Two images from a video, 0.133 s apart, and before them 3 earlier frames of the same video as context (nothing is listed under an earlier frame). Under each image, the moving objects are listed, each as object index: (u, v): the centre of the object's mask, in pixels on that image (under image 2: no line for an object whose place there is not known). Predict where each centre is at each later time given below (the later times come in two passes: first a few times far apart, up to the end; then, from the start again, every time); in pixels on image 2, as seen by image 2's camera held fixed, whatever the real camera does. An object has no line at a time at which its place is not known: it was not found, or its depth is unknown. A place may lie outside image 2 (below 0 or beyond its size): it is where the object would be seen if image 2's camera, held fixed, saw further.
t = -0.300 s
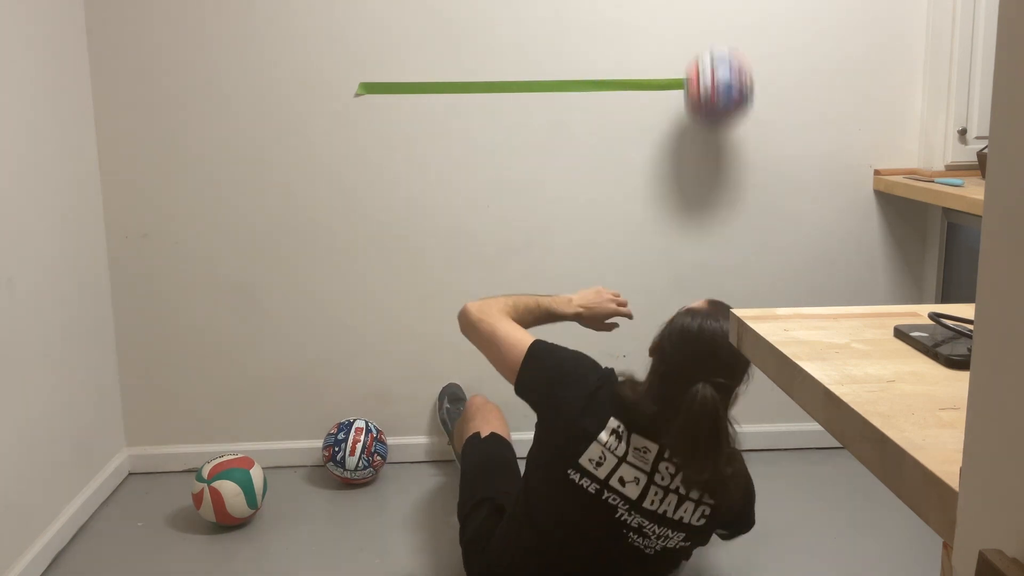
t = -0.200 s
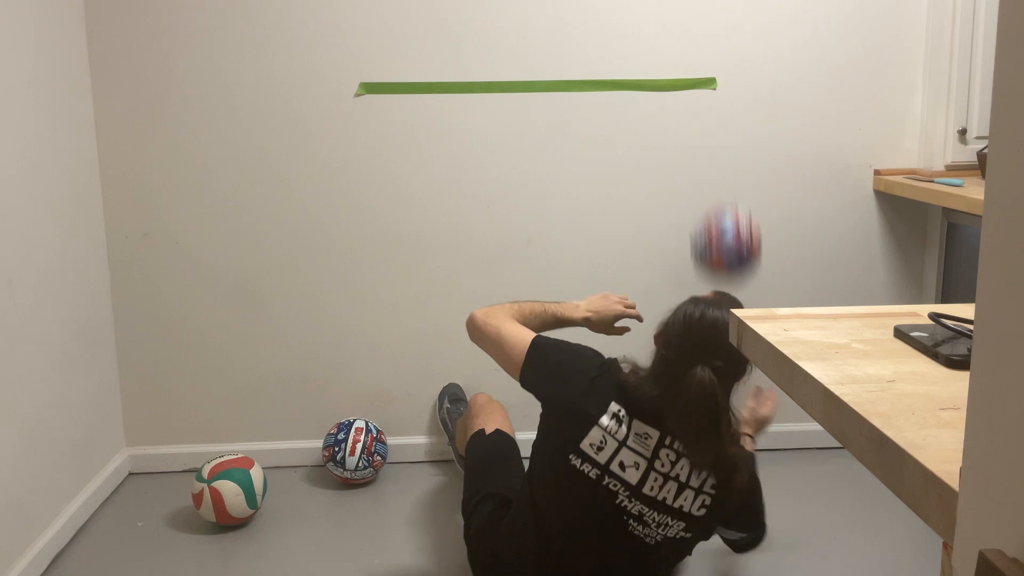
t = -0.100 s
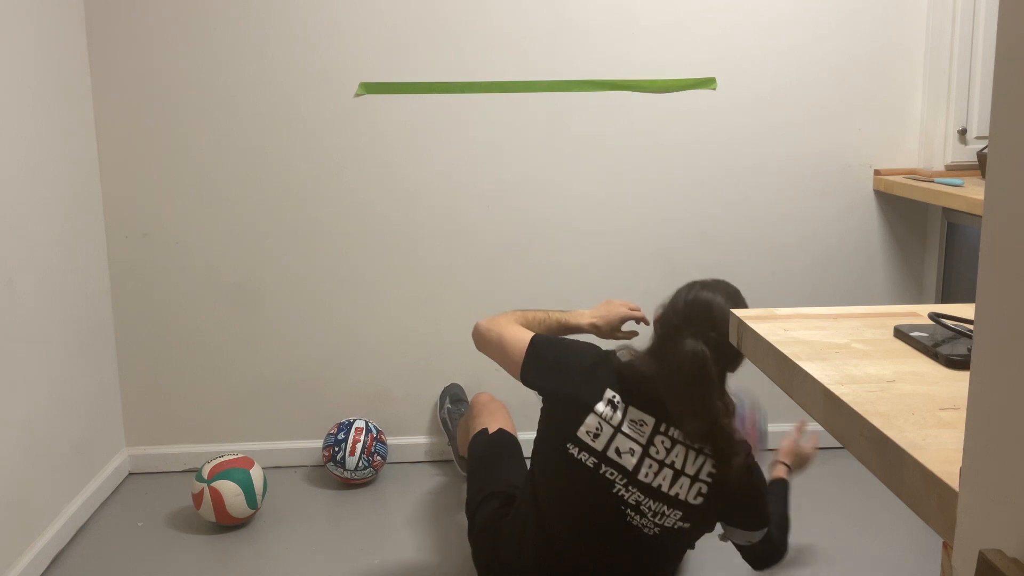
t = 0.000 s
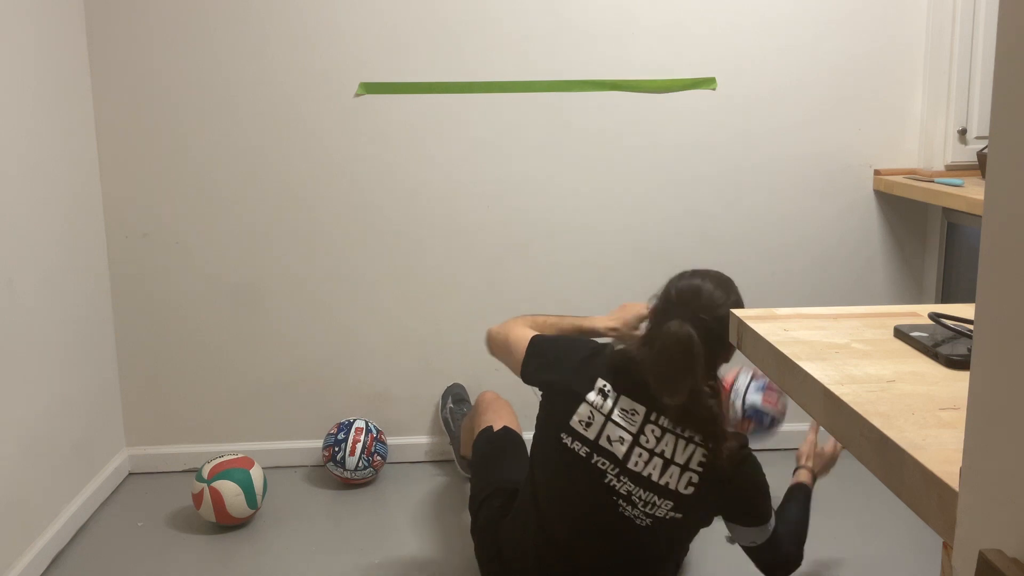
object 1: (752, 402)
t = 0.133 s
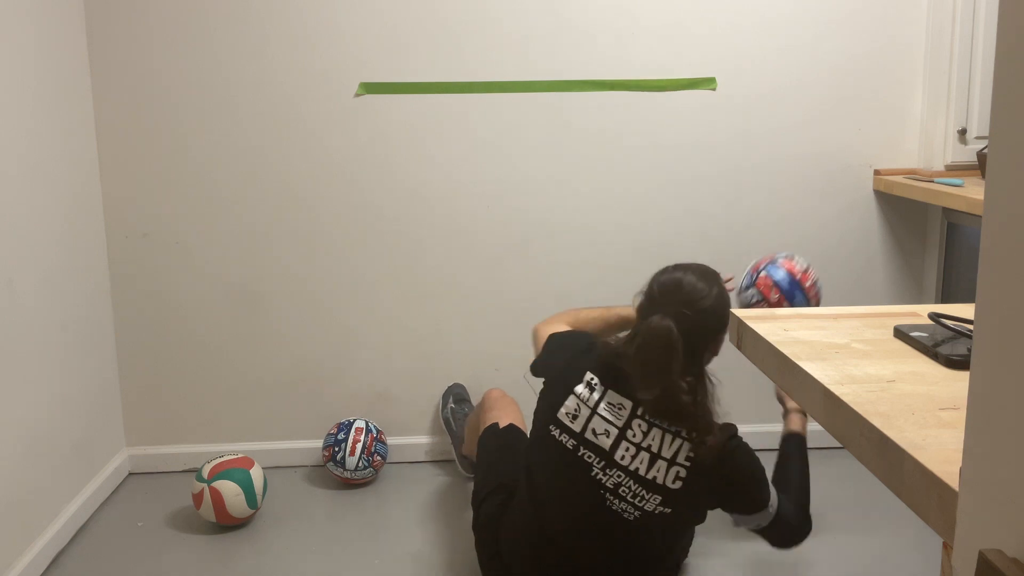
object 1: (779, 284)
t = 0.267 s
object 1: (811, 233)
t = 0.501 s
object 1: (873, 280)
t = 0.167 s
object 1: (787, 272)
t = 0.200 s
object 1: (795, 256)
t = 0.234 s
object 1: (803, 243)
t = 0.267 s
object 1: (811, 233)
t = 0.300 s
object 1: (820, 228)
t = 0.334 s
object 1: (829, 227)
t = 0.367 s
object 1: (838, 230)
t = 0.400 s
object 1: (847, 238)
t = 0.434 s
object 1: (856, 252)
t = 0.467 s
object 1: (865, 267)
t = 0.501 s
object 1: (873, 280)
